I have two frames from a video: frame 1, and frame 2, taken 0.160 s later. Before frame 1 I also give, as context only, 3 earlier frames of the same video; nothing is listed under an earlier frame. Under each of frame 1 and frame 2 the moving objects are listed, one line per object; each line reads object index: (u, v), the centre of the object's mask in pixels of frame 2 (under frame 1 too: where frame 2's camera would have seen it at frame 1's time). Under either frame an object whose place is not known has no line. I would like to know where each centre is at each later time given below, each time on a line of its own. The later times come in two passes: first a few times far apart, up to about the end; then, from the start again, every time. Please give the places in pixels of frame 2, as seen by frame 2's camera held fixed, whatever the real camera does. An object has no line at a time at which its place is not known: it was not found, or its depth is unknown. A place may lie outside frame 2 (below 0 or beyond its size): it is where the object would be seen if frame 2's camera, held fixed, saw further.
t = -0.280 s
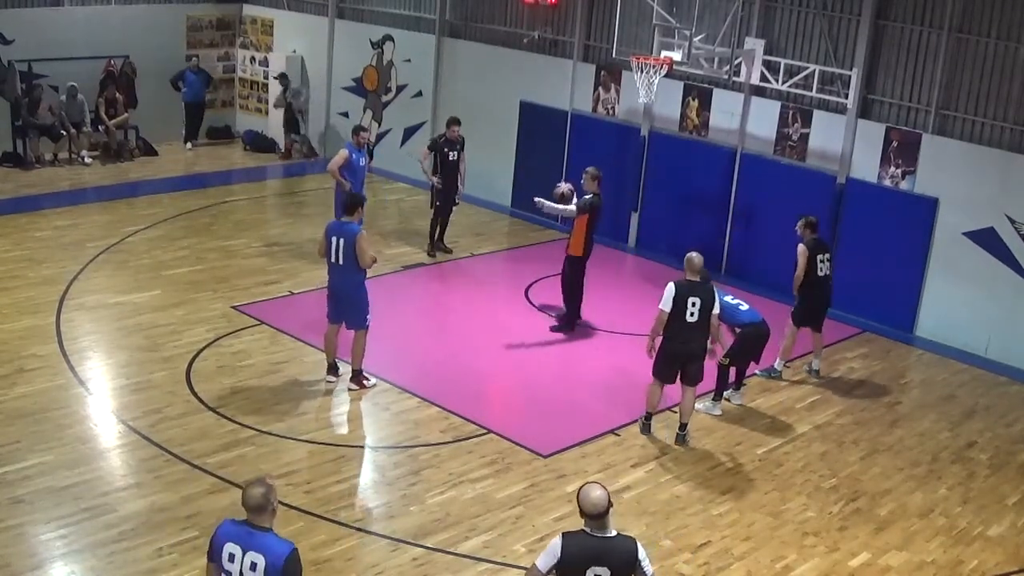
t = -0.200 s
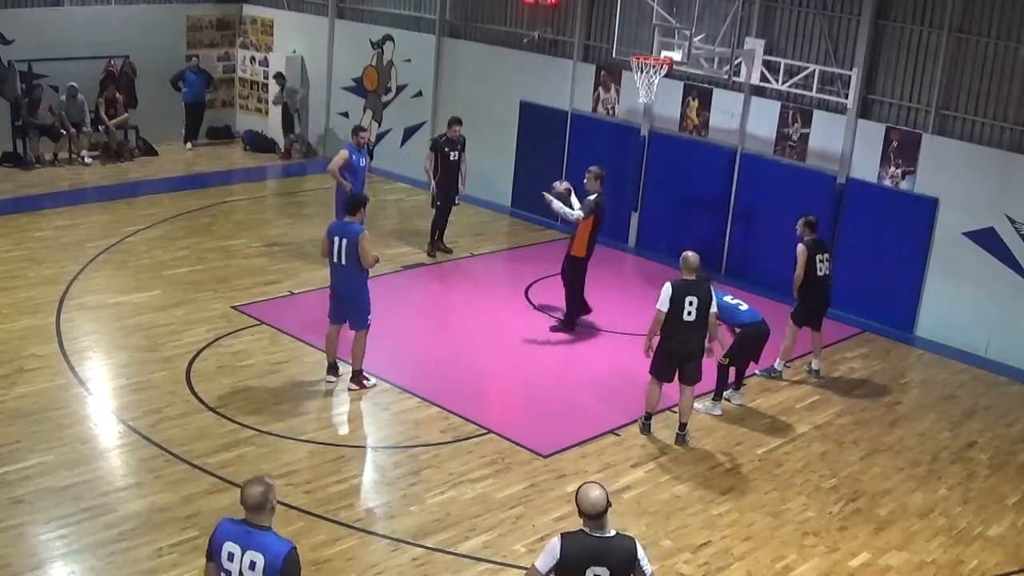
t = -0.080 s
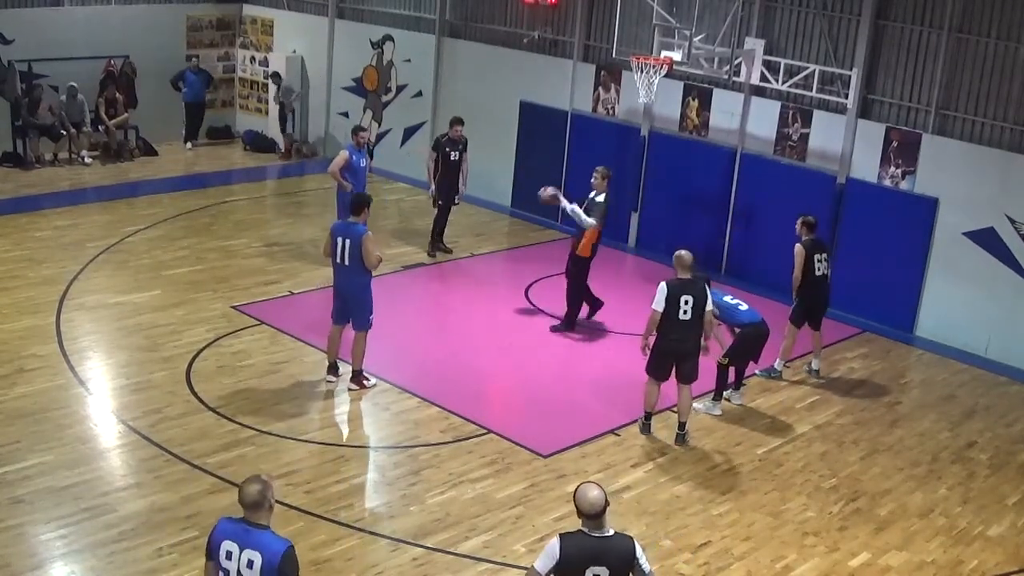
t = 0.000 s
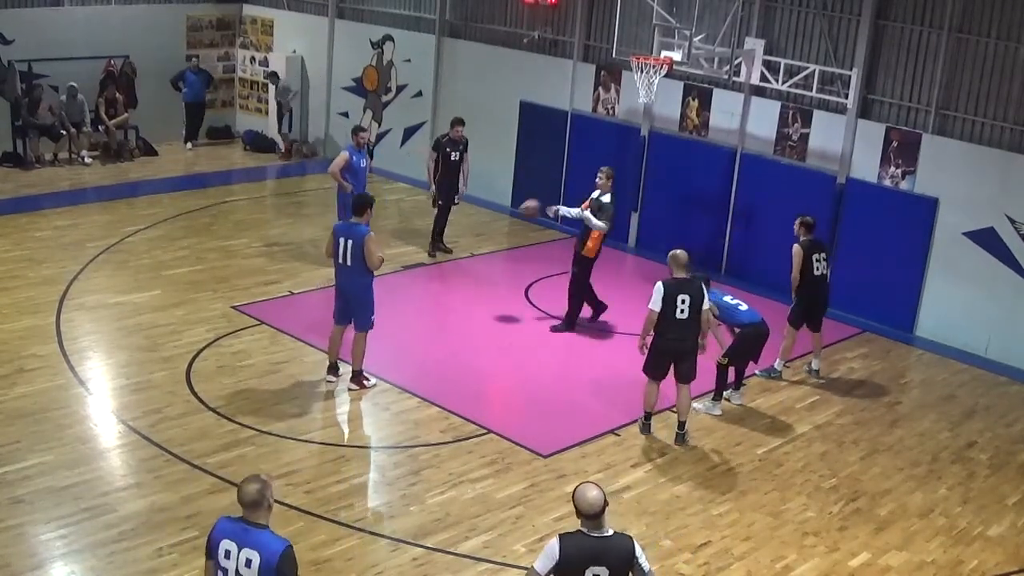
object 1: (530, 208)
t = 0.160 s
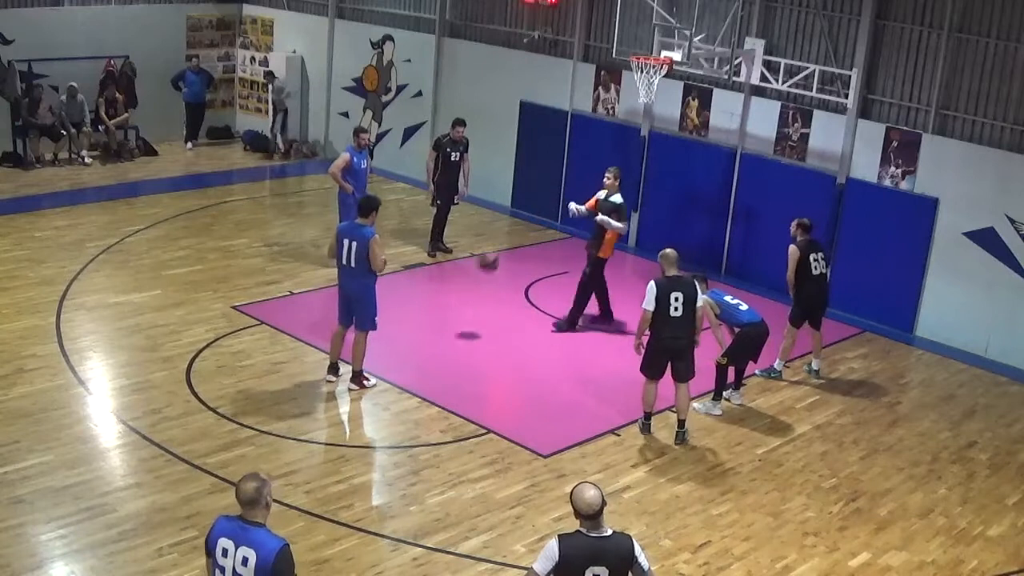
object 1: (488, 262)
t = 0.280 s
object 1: (454, 317)
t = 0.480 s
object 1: (421, 300)
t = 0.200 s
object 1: (477, 279)
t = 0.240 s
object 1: (466, 296)
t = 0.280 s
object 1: (454, 317)
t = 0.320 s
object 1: (443, 340)
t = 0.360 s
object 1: (437, 331)
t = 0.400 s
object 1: (432, 319)
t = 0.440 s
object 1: (426, 310)
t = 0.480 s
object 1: (421, 300)
